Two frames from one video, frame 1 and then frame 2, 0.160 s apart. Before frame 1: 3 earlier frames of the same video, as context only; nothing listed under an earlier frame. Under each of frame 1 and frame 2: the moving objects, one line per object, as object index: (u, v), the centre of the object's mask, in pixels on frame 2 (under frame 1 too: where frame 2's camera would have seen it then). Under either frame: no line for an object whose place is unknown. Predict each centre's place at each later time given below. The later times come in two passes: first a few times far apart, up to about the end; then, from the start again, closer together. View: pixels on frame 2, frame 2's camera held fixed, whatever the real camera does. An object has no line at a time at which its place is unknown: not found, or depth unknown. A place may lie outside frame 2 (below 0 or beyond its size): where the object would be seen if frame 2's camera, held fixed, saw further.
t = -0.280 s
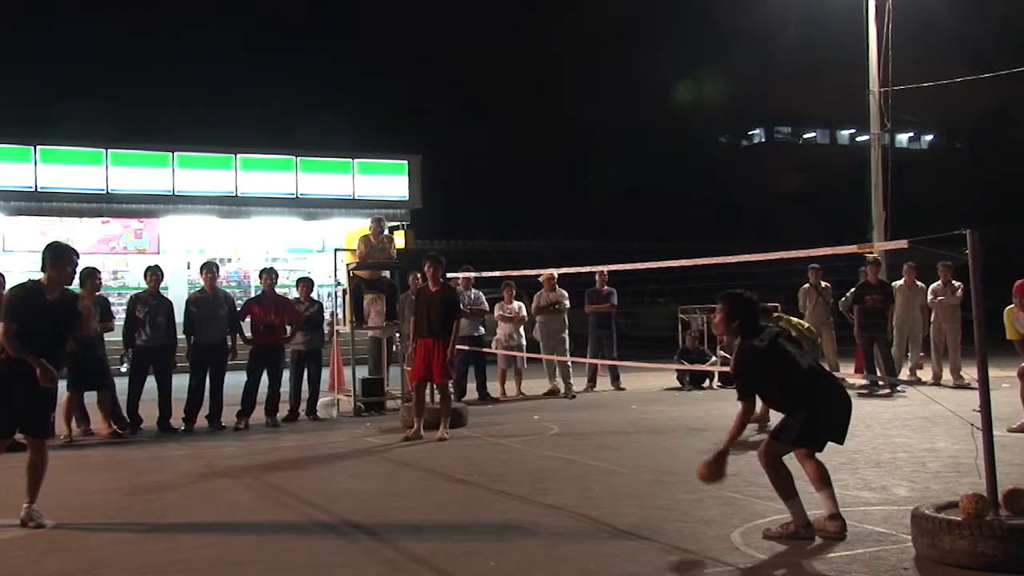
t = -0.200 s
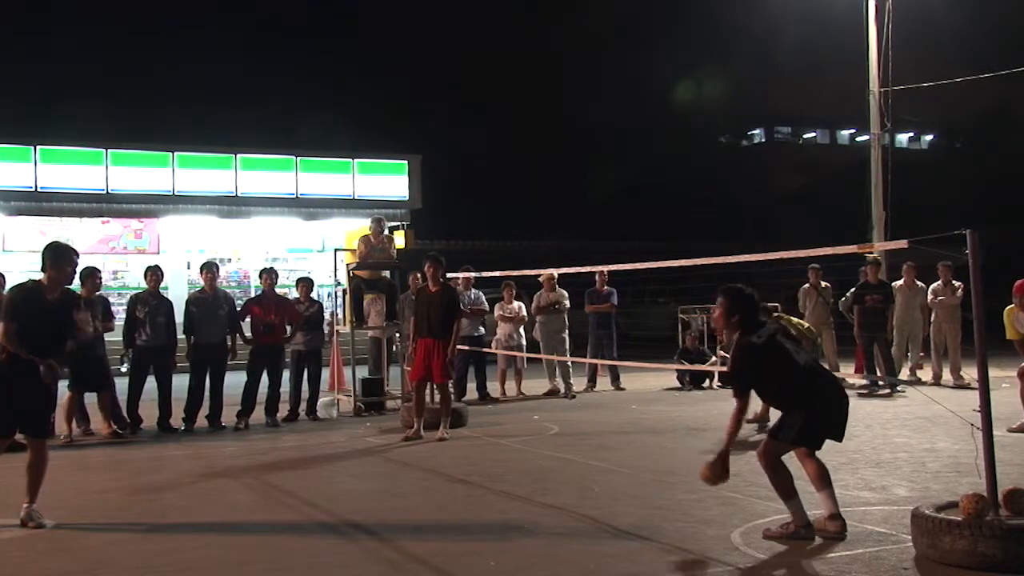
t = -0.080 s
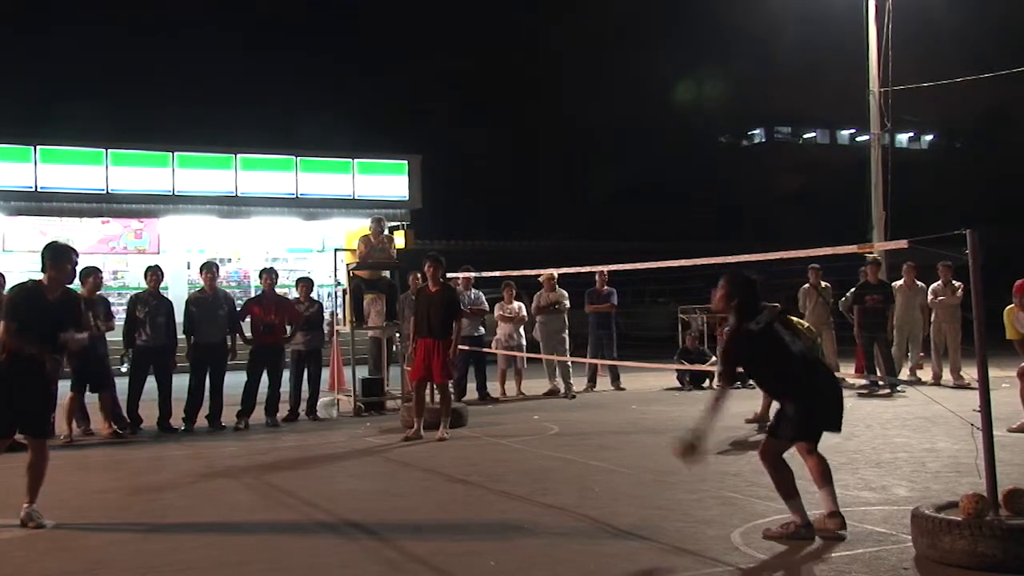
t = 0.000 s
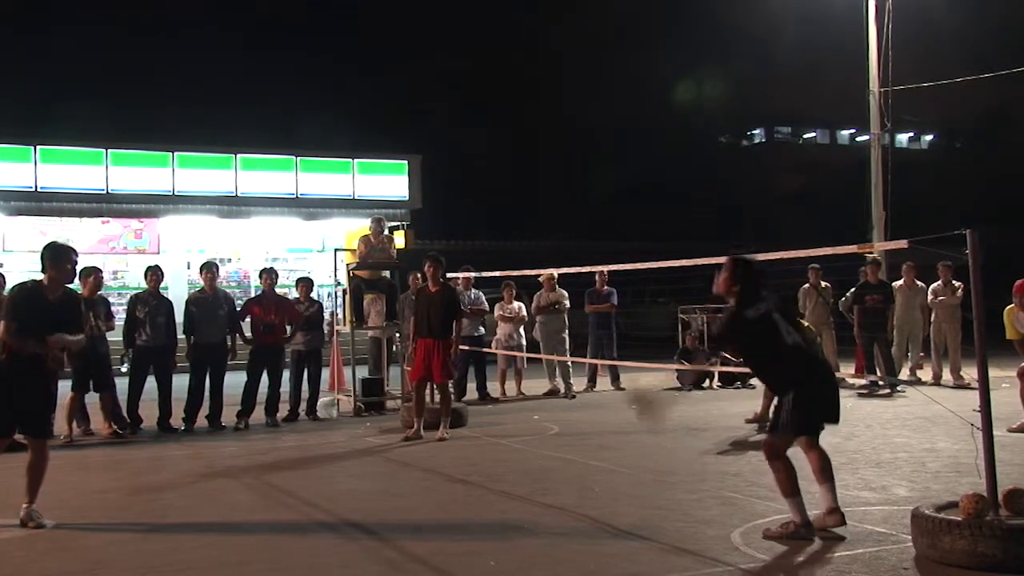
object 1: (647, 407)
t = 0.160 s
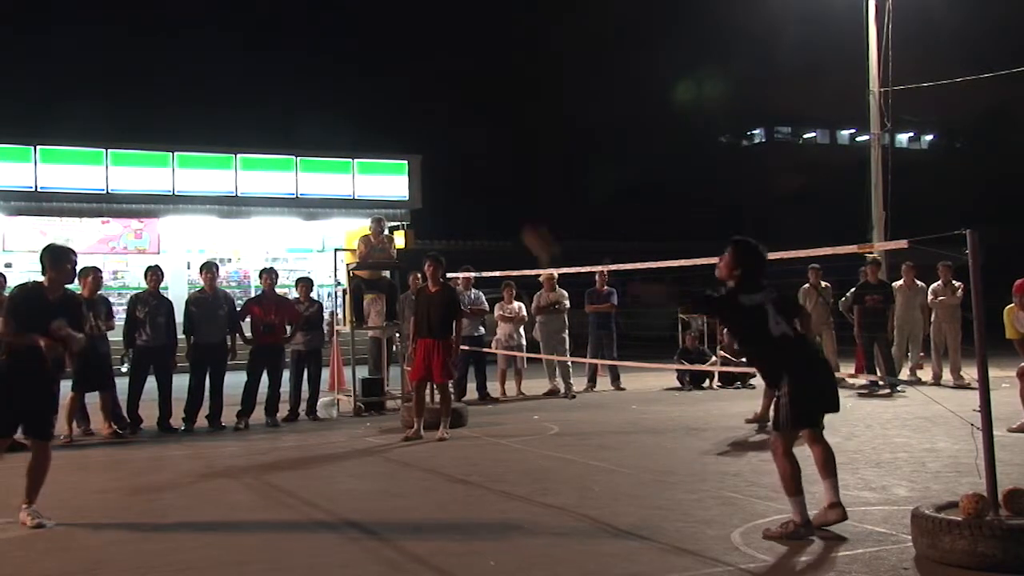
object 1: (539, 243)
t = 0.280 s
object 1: (475, 161)
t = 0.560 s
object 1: (326, 61)
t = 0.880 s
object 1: (169, 112)
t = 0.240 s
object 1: (497, 187)
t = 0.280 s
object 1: (475, 161)
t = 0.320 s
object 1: (453, 138)
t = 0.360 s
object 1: (431, 119)
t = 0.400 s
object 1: (410, 100)
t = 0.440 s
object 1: (388, 86)
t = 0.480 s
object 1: (367, 75)
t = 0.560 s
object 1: (326, 61)
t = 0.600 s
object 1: (305, 58)
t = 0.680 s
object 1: (265, 60)
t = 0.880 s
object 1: (169, 112)
